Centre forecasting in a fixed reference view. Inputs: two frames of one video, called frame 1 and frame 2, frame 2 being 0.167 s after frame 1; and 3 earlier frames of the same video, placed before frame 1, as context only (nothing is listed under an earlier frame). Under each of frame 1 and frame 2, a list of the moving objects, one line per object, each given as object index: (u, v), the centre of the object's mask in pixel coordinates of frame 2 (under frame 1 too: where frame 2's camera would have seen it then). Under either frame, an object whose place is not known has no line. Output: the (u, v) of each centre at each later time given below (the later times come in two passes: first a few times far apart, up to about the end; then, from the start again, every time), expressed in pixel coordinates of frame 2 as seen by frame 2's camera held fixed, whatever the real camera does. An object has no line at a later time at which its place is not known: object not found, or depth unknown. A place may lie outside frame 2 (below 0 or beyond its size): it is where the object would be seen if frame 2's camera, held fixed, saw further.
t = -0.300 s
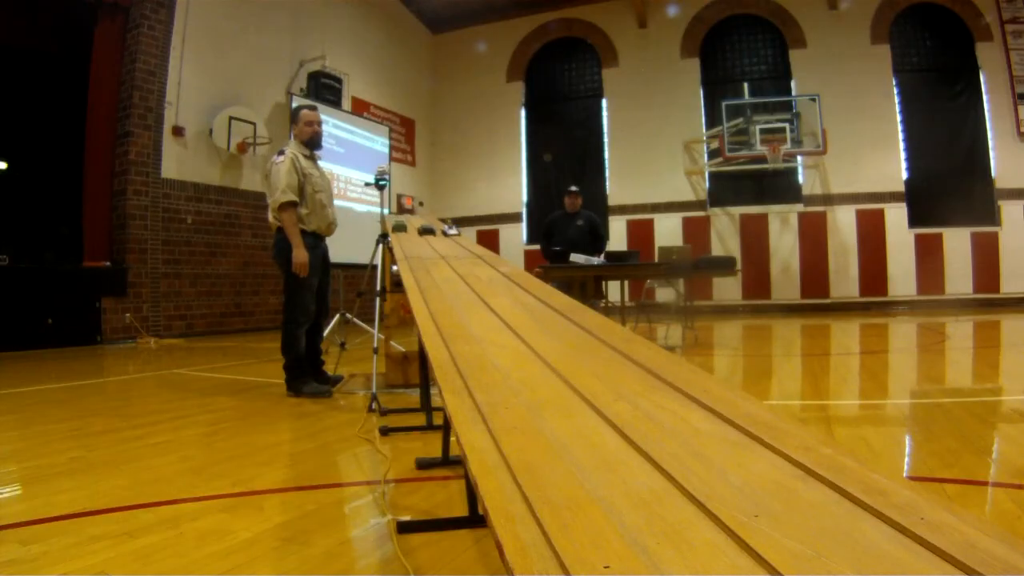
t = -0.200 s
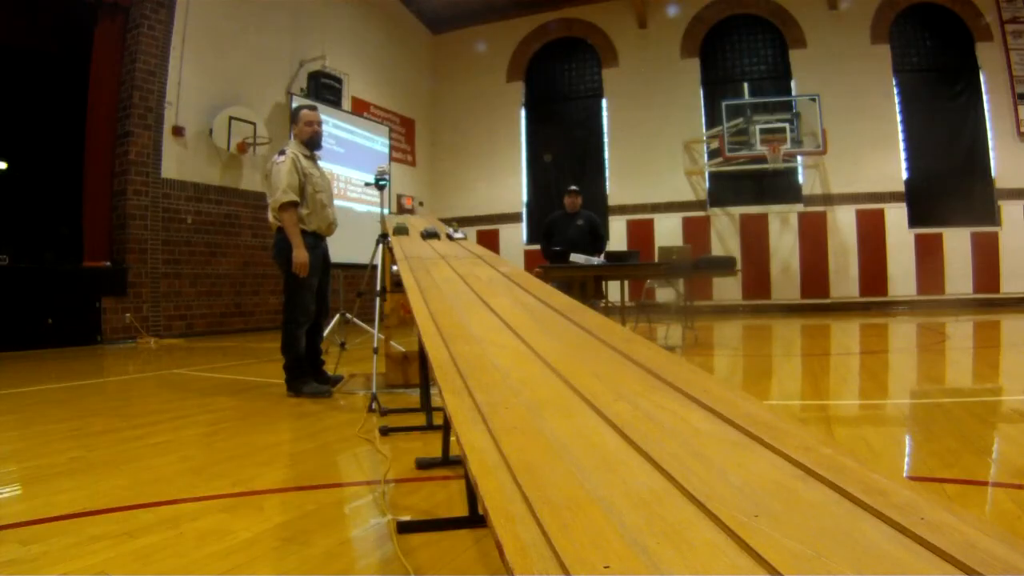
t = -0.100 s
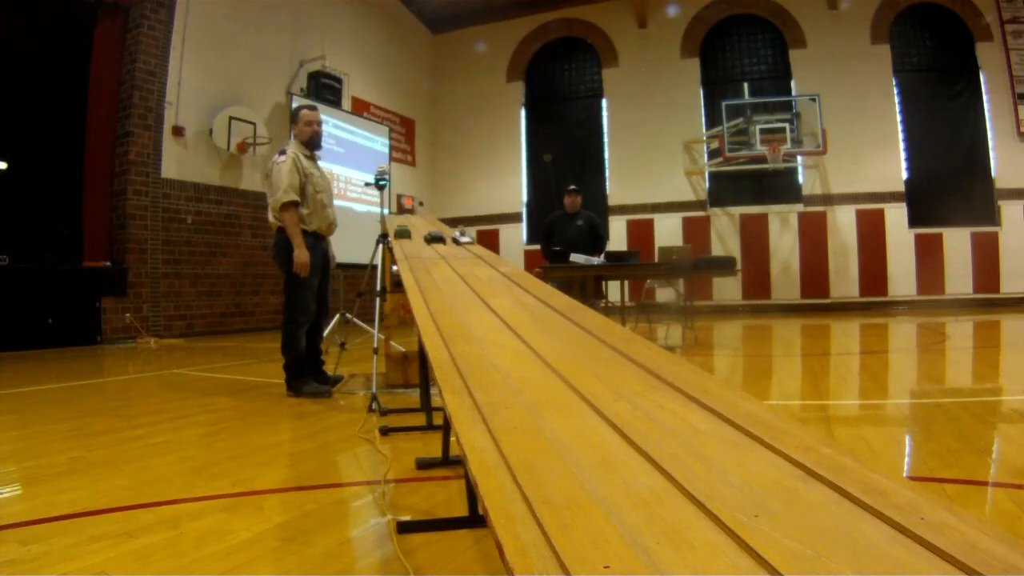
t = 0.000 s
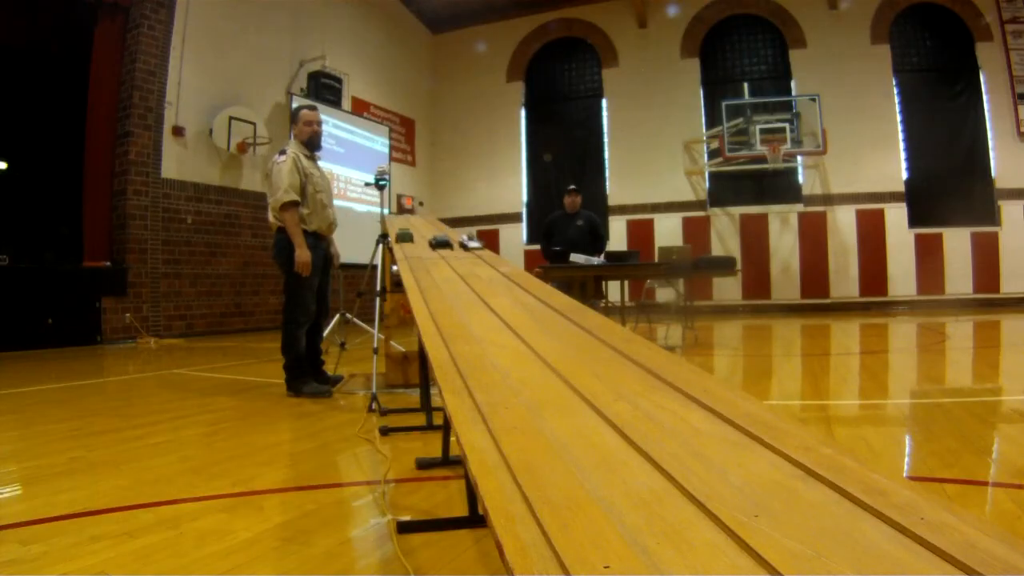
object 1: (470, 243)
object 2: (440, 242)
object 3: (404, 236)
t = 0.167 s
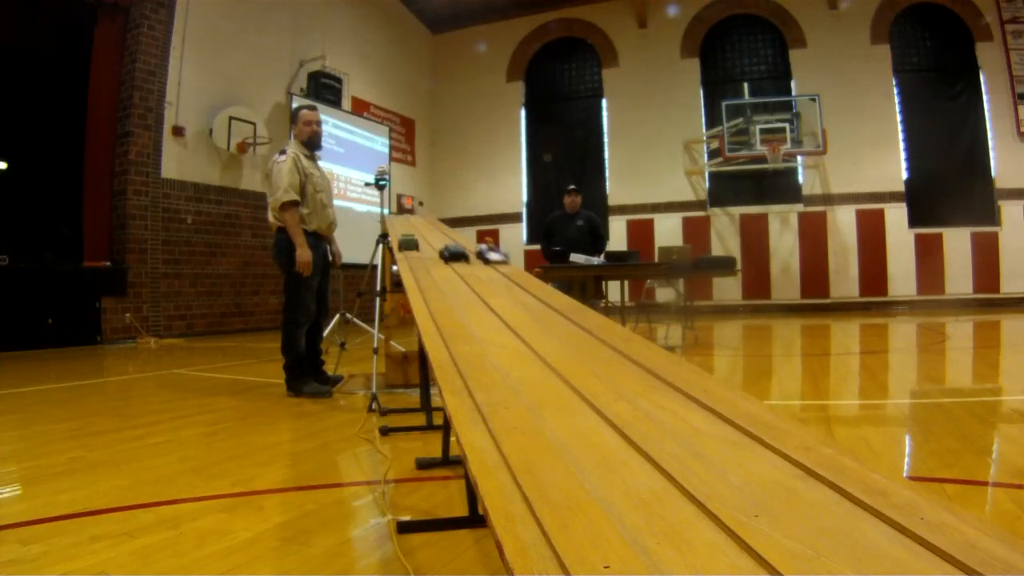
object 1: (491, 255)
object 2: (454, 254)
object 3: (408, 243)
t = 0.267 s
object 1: (506, 266)
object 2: (466, 264)
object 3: (411, 248)
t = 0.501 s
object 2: (520, 310)
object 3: (423, 268)
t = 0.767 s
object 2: (863, 545)
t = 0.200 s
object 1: (496, 258)
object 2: (457, 257)
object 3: (409, 244)
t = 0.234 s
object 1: (501, 262)
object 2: (461, 260)
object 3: (410, 246)
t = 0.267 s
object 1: (506, 266)
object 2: (466, 264)
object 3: (411, 248)
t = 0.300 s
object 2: (470, 269)
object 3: (412, 250)
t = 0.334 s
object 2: (476, 274)
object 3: (414, 252)
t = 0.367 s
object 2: (483, 279)
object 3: (415, 255)
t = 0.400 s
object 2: (490, 285)
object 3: (417, 258)
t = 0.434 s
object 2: (498, 292)
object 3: (419, 261)
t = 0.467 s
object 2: (508, 300)
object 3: (421, 265)
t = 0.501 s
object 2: (520, 310)
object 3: (423, 268)
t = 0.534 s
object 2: (534, 321)
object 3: (425, 273)
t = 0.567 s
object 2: (553, 336)
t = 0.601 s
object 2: (576, 354)
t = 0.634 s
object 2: (605, 376)
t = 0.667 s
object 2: (646, 405)
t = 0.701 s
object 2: (704, 448)
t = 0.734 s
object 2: (793, 511)
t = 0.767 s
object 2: (863, 545)
